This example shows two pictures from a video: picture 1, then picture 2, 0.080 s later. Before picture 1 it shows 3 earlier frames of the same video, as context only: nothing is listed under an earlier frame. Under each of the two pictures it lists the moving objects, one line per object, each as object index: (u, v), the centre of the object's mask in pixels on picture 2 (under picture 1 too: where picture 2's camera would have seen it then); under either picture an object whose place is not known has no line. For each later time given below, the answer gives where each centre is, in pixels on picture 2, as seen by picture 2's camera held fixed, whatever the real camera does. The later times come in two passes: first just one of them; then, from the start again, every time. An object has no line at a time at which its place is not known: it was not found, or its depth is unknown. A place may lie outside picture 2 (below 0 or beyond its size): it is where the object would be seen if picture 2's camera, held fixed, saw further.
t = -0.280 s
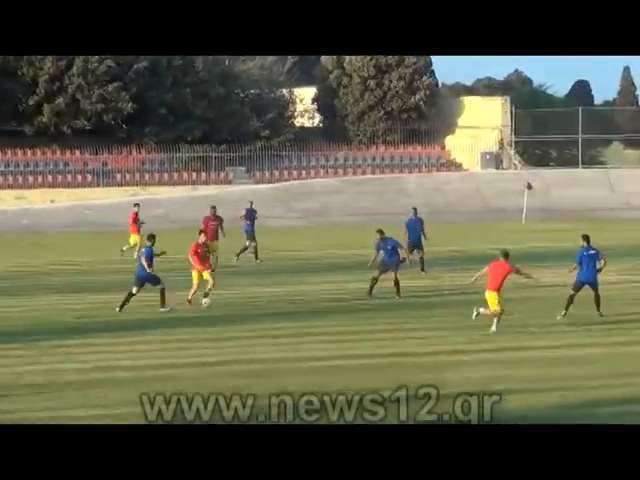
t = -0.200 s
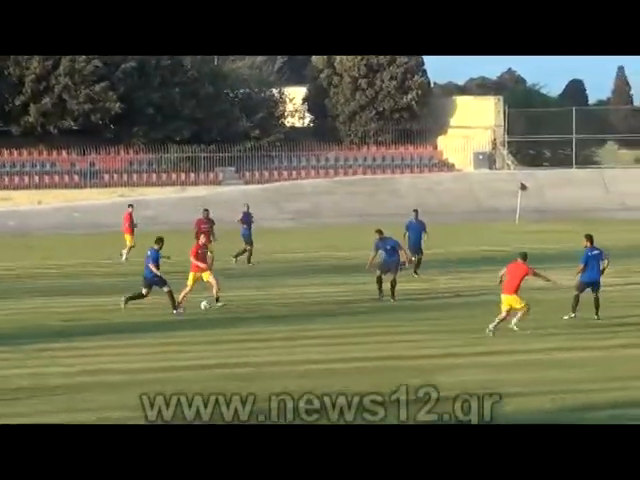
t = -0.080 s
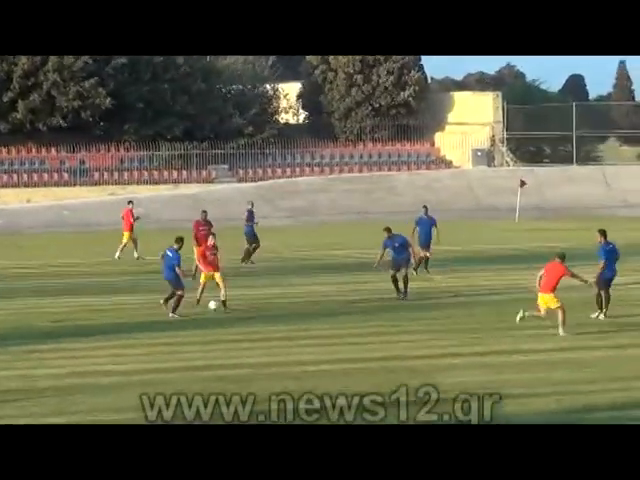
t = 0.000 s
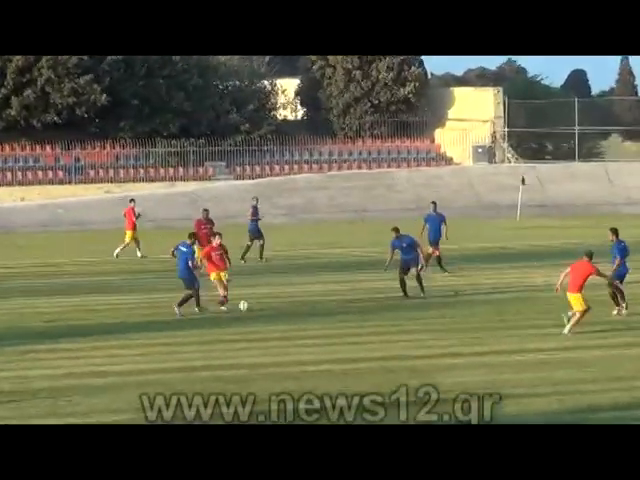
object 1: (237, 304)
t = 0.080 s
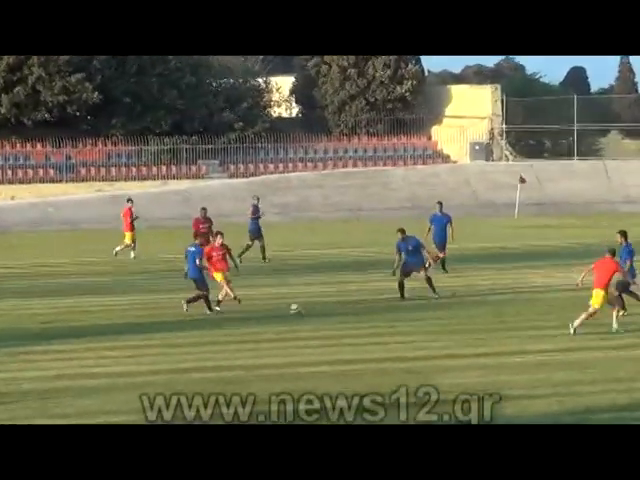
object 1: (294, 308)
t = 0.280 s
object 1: (432, 312)
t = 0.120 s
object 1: (322, 308)
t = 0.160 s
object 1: (351, 314)
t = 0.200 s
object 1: (377, 311)
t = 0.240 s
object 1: (405, 311)
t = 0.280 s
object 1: (432, 312)
